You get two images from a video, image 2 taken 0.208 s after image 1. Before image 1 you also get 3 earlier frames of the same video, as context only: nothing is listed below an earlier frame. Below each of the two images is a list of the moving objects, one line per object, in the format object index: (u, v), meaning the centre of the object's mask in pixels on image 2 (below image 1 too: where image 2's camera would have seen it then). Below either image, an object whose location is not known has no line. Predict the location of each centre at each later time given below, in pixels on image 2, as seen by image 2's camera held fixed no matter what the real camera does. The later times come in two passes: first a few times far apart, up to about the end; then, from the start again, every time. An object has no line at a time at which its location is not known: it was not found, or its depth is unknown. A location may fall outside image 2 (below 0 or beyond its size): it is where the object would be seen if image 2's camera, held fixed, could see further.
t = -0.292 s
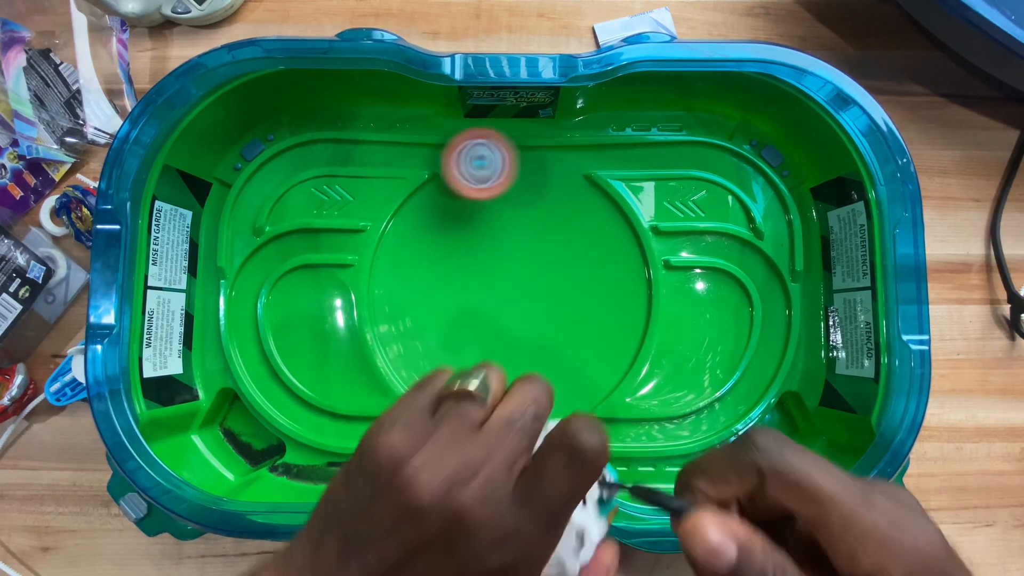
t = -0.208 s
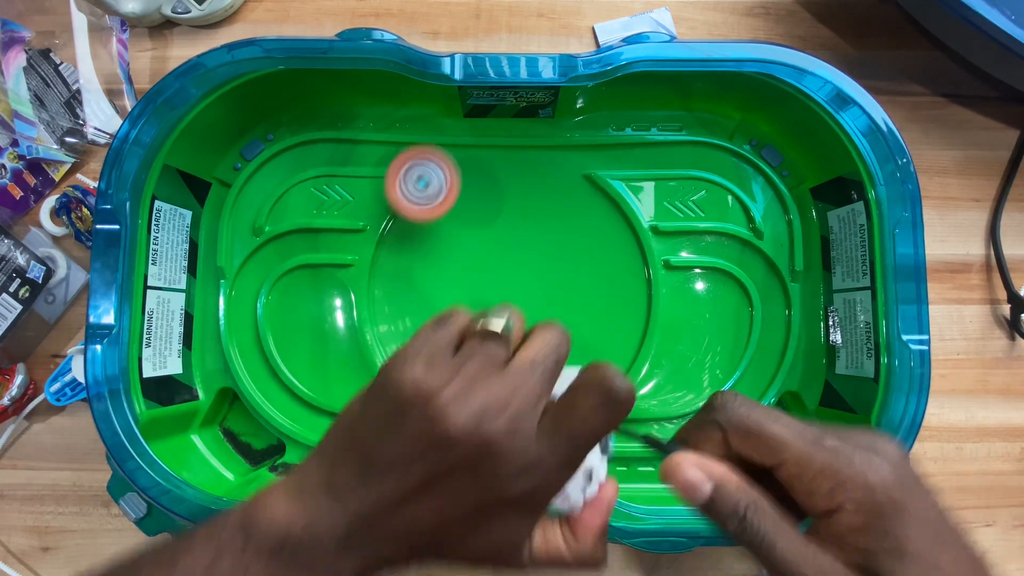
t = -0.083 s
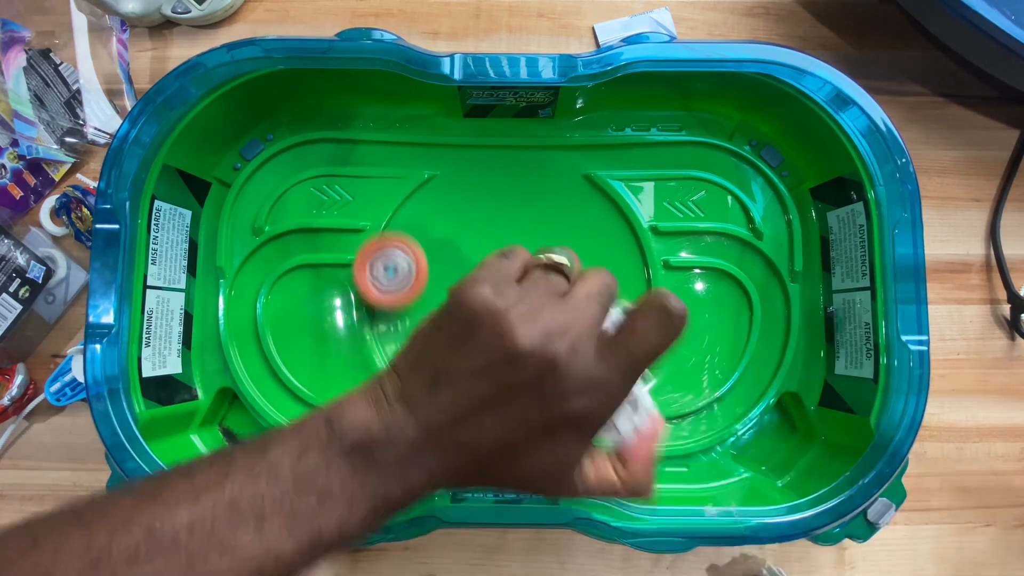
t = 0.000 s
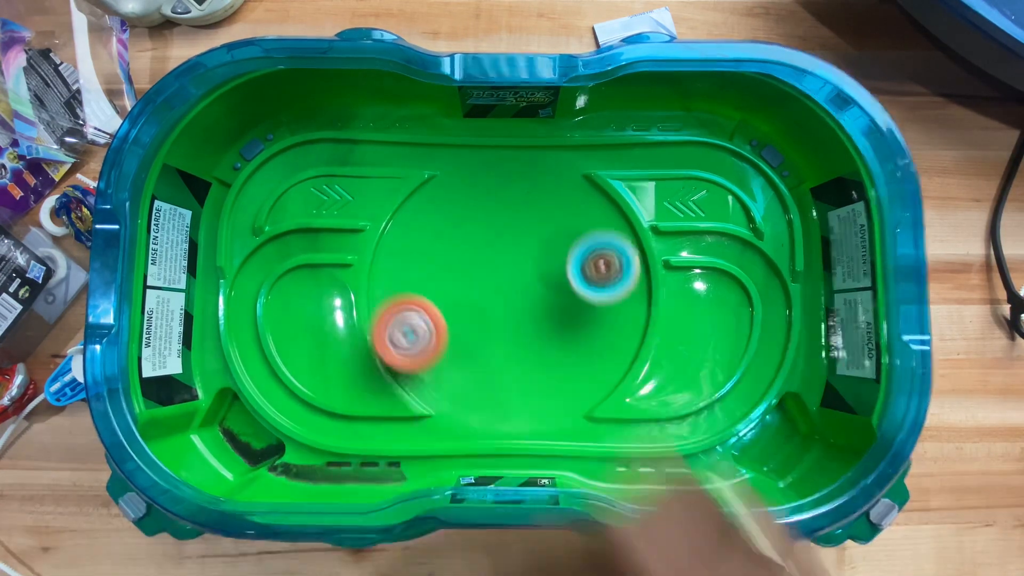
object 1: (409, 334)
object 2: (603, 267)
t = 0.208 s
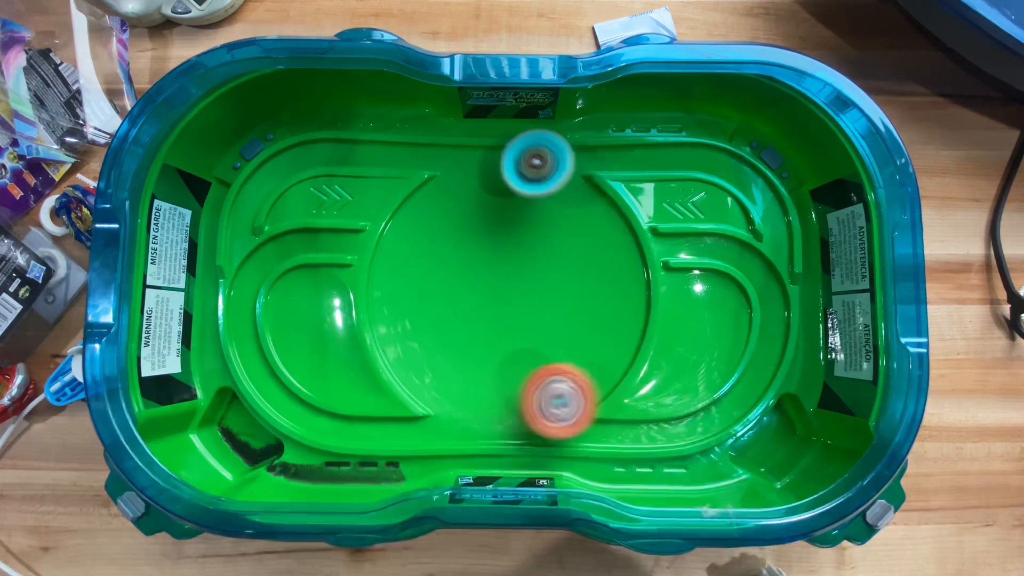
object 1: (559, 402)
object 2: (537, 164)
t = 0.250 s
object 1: (589, 391)
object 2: (518, 161)
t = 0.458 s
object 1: (639, 260)
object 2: (406, 254)
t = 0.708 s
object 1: (495, 151)
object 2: (488, 431)
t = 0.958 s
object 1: (388, 311)
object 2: (677, 434)
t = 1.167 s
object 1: (531, 438)
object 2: (772, 378)
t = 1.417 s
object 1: (765, 401)
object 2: (762, 255)
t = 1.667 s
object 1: (718, 240)
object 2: (551, 255)
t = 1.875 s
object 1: (581, 268)
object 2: (367, 291)
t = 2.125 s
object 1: (479, 297)
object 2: (497, 382)
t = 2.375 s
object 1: (506, 374)
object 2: (596, 259)
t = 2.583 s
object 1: (579, 341)
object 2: (502, 169)
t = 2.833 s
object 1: (518, 237)
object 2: (381, 309)
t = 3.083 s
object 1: (404, 282)
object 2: (537, 413)
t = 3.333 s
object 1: (450, 387)
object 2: (628, 233)
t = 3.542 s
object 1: (547, 355)
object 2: (474, 159)
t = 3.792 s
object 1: (538, 234)
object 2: (380, 334)
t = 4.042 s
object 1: (418, 237)
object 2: (577, 392)
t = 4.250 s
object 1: (426, 349)
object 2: (632, 243)
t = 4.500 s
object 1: (552, 355)
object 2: (483, 201)
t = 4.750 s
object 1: (594, 265)
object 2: (424, 334)
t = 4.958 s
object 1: (547, 215)
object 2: (519, 370)
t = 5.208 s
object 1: (473, 255)
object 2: (573, 299)
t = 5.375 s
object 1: (478, 324)
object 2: (539, 269)
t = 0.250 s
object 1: (589, 391)
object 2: (518, 161)
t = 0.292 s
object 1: (615, 374)
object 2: (497, 165)
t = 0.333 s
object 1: (636, 351)
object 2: (474, 177)
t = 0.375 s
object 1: (647, 323)
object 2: (450, 197)
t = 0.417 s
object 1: (646, 292)
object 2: (427, 223)
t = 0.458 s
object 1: (639, 260)
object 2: (406, 254)
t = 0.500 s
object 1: (627, 230)
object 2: (387, 292)
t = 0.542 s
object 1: (608, 201)
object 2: (374, 332)
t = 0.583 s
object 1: (584, 179)
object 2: (387, 365)
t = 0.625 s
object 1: (557, 162)
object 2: (414, 394)
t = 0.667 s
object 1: (527, 153)
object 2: (448, 416)
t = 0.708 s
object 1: (495, 151)
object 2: (488, 431)
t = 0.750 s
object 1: (462, 160)
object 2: (531, 438)
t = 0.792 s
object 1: (431, 177)
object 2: (570, 435)
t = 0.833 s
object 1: (408, 203)
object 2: (604, 432)
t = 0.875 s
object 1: (392, 237)
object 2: (632, 436)
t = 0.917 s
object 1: (386, 274)
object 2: (656, 435)
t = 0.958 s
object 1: (388, 311)
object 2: (677, 434)
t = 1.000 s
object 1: (401, 347)
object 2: (697, 431)
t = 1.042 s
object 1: (424, 382)
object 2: (717, 424)
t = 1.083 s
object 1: (455, 408)
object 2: (738, 413)
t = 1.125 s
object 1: (491, 427)
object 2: (756, 397)
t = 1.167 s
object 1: (531, 438)
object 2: (772, 378)
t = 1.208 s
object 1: (574, 440)
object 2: (783, 358)
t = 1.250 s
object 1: (614, 441)
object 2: (789, 335)
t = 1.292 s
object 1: (655, 441)
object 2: (792, 311)
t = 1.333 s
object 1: (694, 435)
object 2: (789, 290)
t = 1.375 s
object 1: (736, 427)
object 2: (779, 270)
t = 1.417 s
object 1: (765, 401)
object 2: (762, 255)
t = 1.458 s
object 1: (787, 366)
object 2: (738, 244)
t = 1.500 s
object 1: (796, 330)
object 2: (710, 241)
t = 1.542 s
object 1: (795, 295)
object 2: (674, 243)
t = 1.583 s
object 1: (778, 265)
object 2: (635, 247)
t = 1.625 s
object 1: (751, 246)
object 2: (595, 251)
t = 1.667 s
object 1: (718, 240)
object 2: (551, 255)
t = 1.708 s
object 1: (685, 245)
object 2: (508, 257)
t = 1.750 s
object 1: (659, 252)
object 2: (466, 259)
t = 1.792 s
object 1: (633, 262)
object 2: (427, 266)
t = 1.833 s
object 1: (607, 266)
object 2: (394, 276)
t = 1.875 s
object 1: (581, 268)
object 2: (367, 291)
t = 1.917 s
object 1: (557, 266)
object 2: (375, 308)
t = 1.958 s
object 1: (538, 264)
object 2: (395, 326)
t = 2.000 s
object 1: (519, 266)
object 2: (418, 347)
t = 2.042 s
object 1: (503, 273)
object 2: (443, 366)
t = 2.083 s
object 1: (489, 285)
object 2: (469, 379)
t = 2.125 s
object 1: (479, 297)
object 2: (497, 382)
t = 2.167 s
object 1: (473, 311)
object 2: (527, 376)
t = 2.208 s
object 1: (472, 326)
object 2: (554, 361)
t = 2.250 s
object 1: (474, 340)
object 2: (575, 341)
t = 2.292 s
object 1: (481, 354)
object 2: (590, 316)
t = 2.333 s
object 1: (492, 366)
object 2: (597, 288)
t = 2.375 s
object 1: (506, 374)
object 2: (596, 259)
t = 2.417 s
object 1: (522, 377)
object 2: (589, 234)
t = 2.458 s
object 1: (538, 375)
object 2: (576, 212)
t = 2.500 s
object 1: (555, 369)
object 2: (557, 193)
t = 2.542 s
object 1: (570, 357)
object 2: (533, 178)
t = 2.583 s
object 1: (579, 341)
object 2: (502, 169)
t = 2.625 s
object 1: (583, 323)
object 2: (468, 168)
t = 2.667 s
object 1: (580, 301)
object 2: (434, 174)
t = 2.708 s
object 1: (572, 279)
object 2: (411, 199)
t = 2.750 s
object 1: (559, 261)
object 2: (393, 234)
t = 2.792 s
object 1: (540, 246)
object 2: (383, 271)
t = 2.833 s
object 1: (518, 237)
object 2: (381, 309)
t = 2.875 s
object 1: (494, 232)
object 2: (389, 346)
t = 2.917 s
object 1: (471, 233)
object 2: (406, 377)
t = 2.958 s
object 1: (449, 239)
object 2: (430, 400)
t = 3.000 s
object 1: (430, 249)
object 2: (462, 415)
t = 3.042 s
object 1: (415, 263)
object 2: (498, 417)
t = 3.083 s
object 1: (404, 282)
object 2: (537, 413)
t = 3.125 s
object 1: (398, 303)
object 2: (576, 397)
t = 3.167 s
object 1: (398, 324)
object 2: (611, 375)
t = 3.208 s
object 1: (404, 345)
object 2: (639, 346)
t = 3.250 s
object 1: (415, 363)
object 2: (647, 308)
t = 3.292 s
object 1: (431, 377)
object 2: (641, 269)
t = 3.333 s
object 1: (450, 387)
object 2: (628, 233)
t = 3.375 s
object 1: (471, 391)
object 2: (606, 201)
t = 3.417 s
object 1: (493, 389)
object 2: (577, 175)
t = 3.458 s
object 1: (514, 381)
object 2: (545, 155)
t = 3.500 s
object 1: (532, 370)
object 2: (509, 147)
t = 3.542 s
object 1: (547, 355)
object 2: (474, 159)
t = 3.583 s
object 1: (559, 335)
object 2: (440, 177)
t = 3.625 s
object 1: (566, 313)
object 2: (409, 202)
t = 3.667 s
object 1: (568, 291)
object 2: (386, 234)
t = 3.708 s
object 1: (564, 271)
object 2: (374, 270)
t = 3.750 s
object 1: (554, 252)
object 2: (371, 304)
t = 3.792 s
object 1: (538, 234)
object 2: (380, 334)
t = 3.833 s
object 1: (518, 218)
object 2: (397, 361)
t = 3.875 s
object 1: (500, 210)
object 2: (421, 381)
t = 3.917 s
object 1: (479, 207)
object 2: (452, 394)
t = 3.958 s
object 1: (457, 210)
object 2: (491, 401)
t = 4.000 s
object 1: (436, 221)
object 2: (535, 401)
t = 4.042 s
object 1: (418, 237)
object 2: (577, 392)
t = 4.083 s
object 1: (406, 258)
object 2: (614, 375)
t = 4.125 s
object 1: (400, 281)
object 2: (637, 346)
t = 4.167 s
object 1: (402, 307)
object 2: (644, 308)
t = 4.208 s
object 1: (411, 330)
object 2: (642, 273)
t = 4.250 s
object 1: (426, 349)
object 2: (632, 243)
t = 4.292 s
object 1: (446, 364)
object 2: (615, 219)
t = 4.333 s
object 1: (468, 372)
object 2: (593, 202)
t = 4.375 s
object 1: (490, 375)
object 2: (570, 192)
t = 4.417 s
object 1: (513, 372)
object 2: (542, 189)
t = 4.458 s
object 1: (533, 365)
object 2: (511, 192)
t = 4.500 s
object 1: (552, 355)
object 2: (483, 201)
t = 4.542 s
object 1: (569, 340)
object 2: (459, 218)
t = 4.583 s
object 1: (581, 324)
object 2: (439, 239)
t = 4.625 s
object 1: (590, 309)
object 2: (424, 263)
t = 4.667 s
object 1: (594, 294)
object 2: (417, 287)
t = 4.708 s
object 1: (595, 279)
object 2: (417, 311)
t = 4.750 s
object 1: (594, 265)
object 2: (424, 334)
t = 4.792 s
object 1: (590, 252)
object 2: (438, 353)
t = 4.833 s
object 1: (583, 239)
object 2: (456, 367)
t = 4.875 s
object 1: (574, 229)
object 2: (476, 374)
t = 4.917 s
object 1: (562, 220)
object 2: (497, 375)
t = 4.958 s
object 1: (547, 215)
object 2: (519, 370)
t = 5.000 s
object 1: (532, 214)
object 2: (540, 361)
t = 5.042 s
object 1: (517, 216)
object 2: (556, 351)
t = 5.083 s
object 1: (503, 220)
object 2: (566, 340)
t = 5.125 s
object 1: (491, 229)
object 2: (572, 327)
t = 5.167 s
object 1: (480, 241)
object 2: (574, 312)
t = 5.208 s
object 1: (473, 255)
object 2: (573, 299)
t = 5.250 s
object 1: (469, 270)
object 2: (570, 290)
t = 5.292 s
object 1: (468, 287)
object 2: (561, 282)
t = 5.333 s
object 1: (471, 306)
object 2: (550, 275)
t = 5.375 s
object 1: (478, 324)
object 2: (539, 269)
